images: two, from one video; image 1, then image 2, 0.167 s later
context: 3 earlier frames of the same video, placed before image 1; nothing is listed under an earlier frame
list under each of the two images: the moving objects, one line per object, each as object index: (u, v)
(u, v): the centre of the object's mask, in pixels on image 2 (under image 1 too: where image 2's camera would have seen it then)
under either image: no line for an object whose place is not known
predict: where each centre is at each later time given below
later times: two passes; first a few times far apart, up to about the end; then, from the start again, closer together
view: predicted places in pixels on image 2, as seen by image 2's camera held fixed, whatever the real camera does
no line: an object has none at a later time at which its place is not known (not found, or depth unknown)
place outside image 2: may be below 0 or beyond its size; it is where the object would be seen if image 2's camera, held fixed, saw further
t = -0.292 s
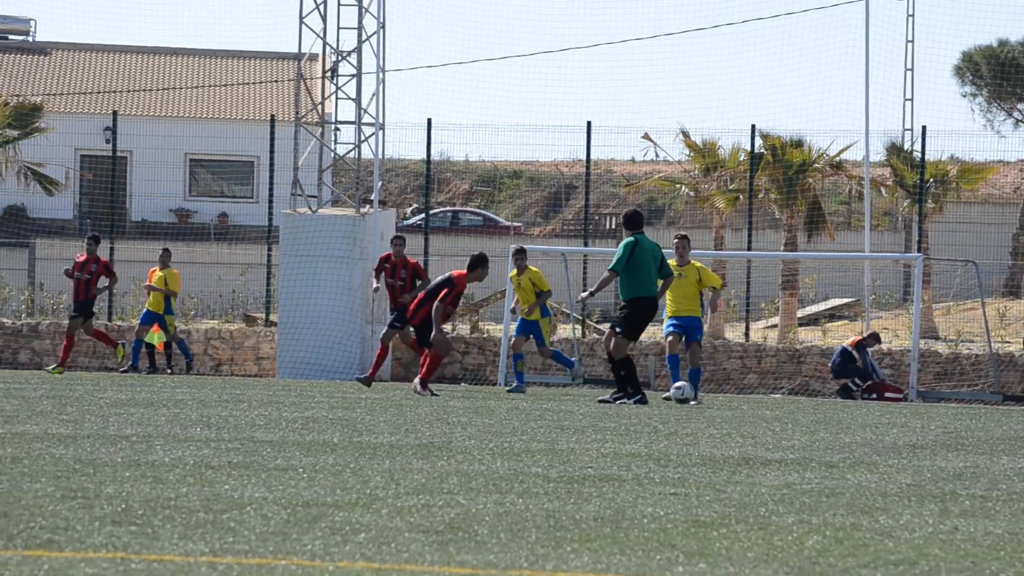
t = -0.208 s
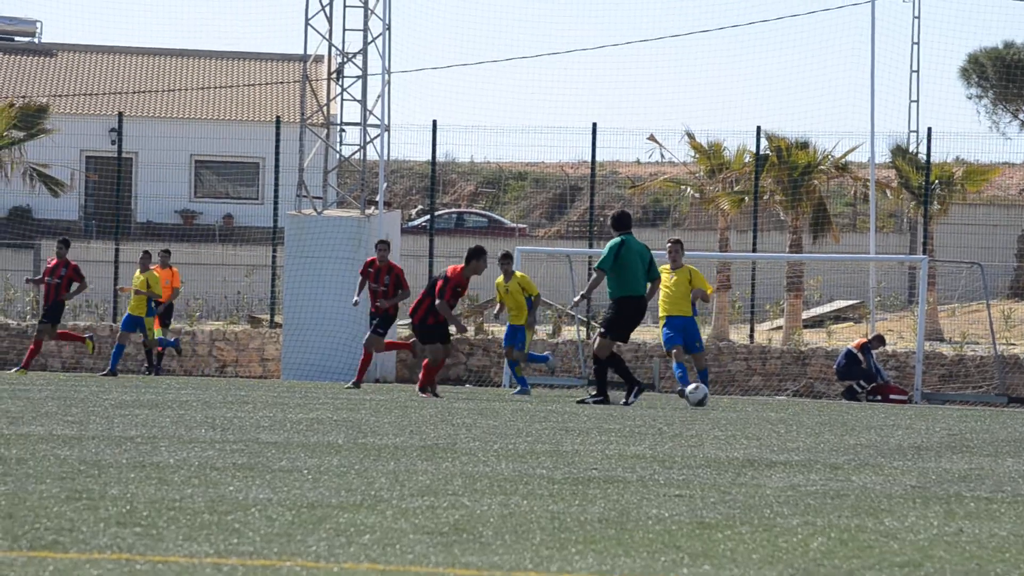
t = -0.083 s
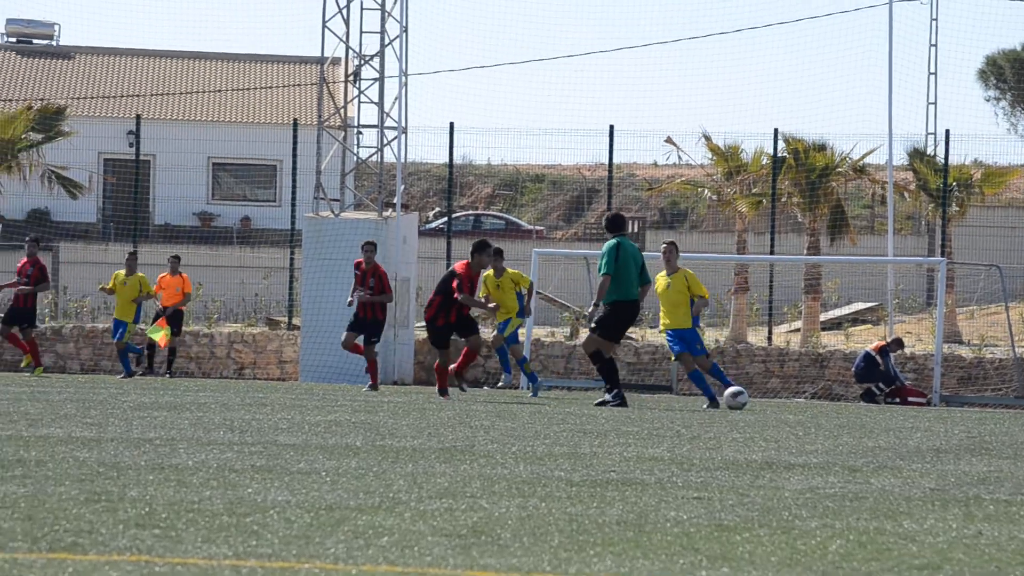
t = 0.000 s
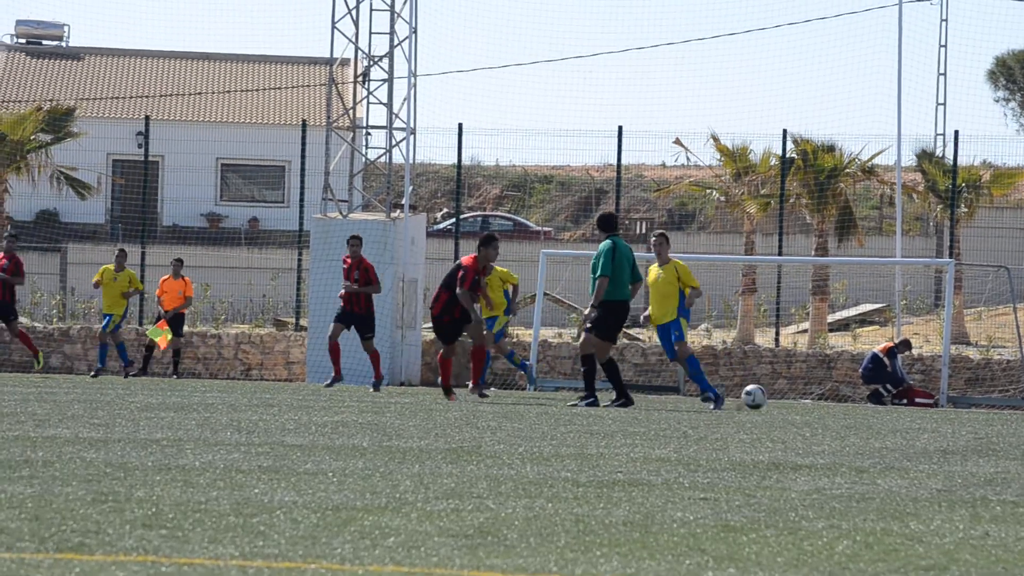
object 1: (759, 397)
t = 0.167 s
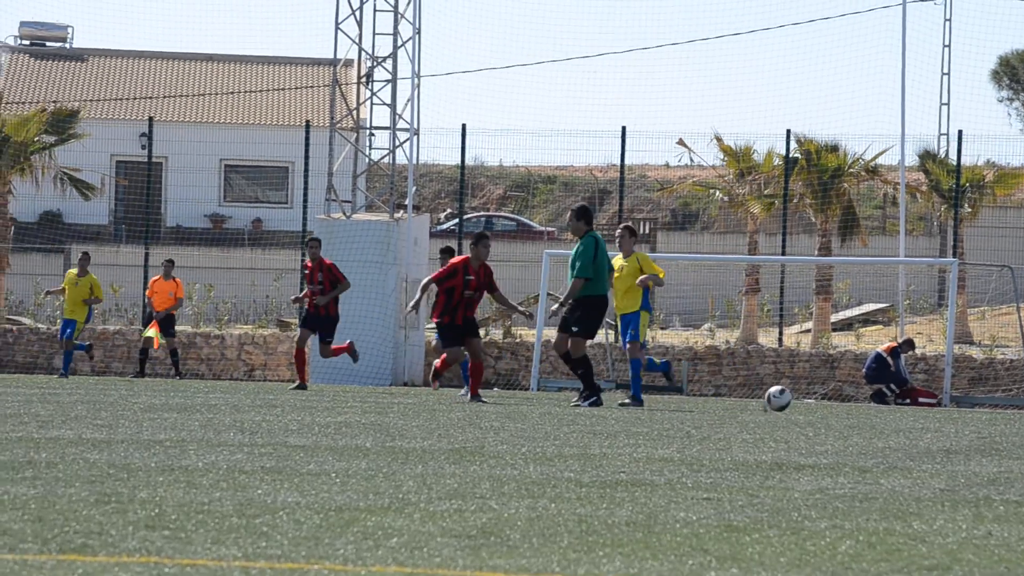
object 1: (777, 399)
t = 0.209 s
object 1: (783, 401)
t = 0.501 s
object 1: (809, 398)
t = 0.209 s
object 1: (783, 401)
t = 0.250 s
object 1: (790, 401)
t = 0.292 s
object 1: (794, 399)
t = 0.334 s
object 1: (795, 399)
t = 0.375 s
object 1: (797, 400)
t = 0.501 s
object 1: (809, 398)
